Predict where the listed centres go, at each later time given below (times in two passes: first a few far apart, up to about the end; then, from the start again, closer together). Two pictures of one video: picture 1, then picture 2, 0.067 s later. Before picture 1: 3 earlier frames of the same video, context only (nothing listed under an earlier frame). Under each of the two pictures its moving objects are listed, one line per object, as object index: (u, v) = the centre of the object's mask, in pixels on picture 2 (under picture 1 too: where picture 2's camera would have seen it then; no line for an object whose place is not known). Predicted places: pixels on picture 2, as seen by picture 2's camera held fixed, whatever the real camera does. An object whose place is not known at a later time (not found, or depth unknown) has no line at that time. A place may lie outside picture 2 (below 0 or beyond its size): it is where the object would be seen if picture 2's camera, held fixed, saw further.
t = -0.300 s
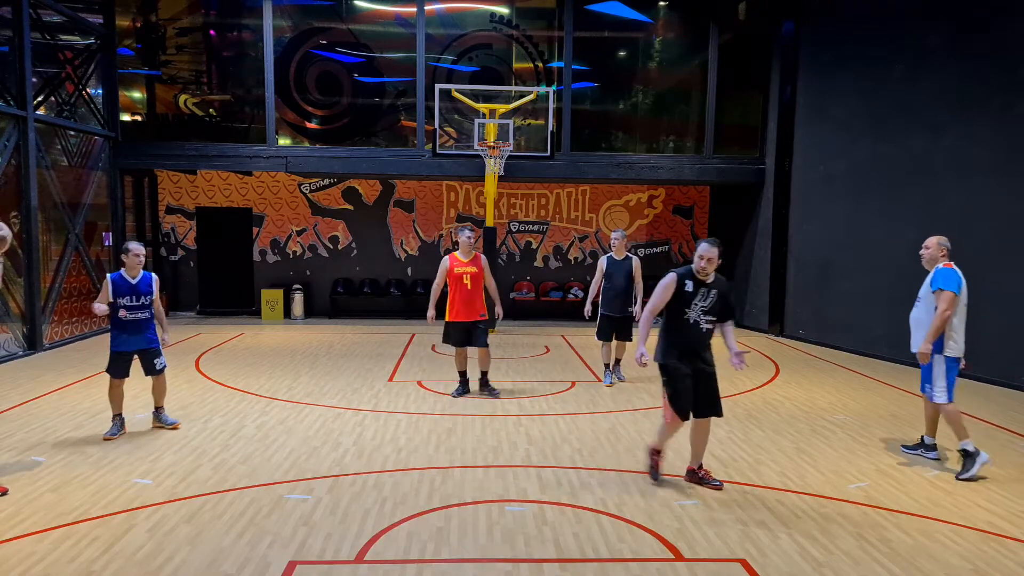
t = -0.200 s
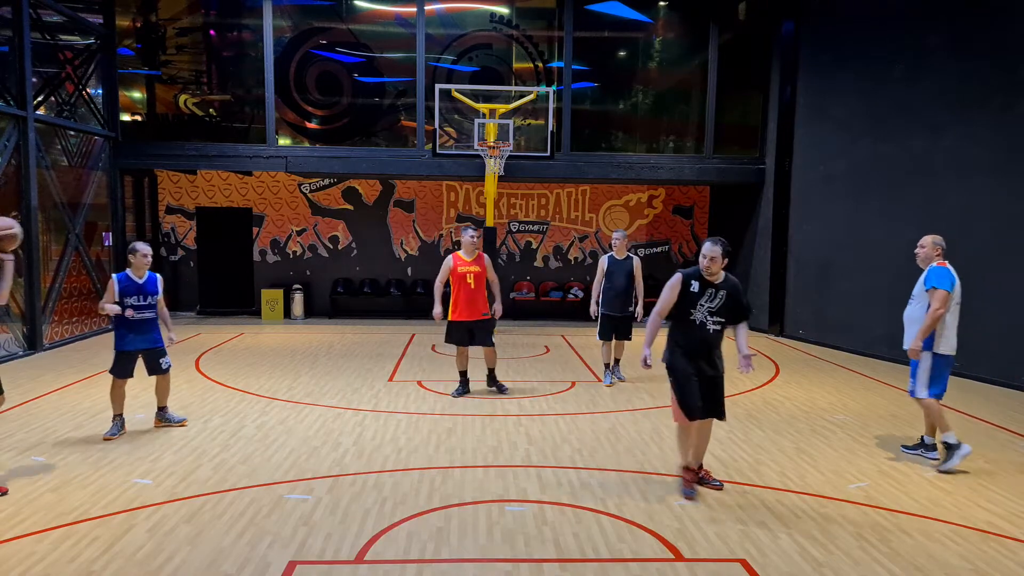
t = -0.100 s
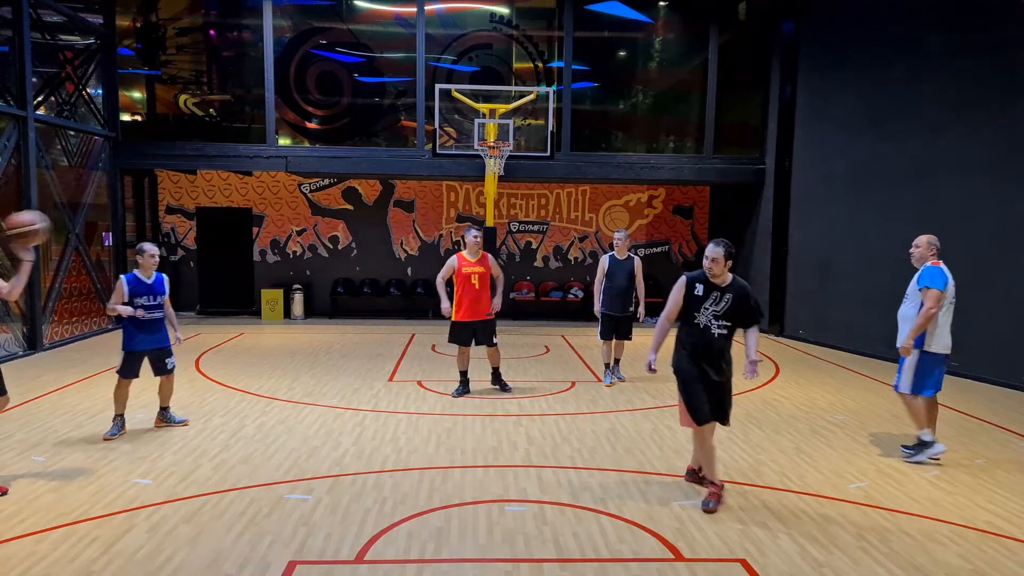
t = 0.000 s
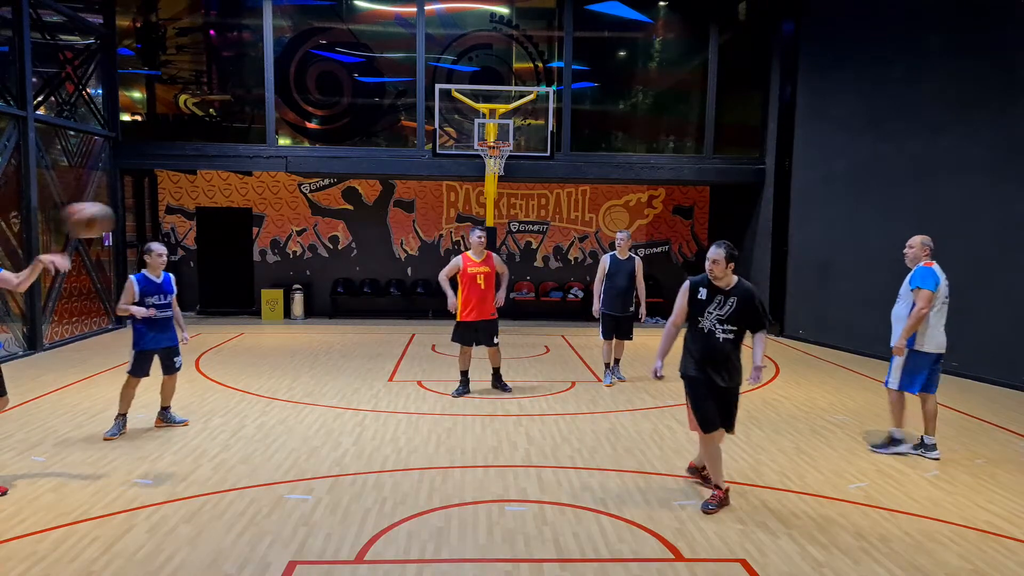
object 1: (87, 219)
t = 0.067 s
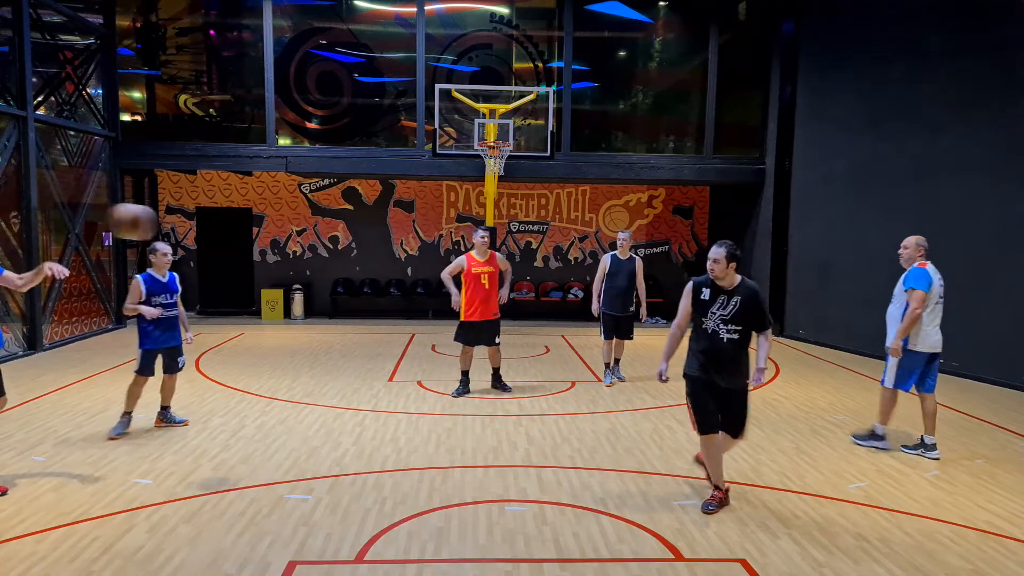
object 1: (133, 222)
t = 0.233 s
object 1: (247, 256)
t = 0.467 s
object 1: (413, 368)
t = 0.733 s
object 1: (571, 446)
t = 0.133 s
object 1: (179, 229)
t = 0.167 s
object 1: (202, 237)
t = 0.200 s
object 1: (224, 245)
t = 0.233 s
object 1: (247, 256)
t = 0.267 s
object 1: (270, 267)
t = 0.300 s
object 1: (295, 279)
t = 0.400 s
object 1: (362, 323)
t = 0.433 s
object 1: (388, 349)
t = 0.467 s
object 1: (413, 368)
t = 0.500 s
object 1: (435, 392)
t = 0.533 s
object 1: (460, 420)
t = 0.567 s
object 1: (482, 446)
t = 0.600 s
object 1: (507, 477)
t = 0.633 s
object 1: (531, 508)
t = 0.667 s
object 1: (545, 486)
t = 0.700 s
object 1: (557, 467)
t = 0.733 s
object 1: (571, 446)
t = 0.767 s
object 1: (582, 430)
